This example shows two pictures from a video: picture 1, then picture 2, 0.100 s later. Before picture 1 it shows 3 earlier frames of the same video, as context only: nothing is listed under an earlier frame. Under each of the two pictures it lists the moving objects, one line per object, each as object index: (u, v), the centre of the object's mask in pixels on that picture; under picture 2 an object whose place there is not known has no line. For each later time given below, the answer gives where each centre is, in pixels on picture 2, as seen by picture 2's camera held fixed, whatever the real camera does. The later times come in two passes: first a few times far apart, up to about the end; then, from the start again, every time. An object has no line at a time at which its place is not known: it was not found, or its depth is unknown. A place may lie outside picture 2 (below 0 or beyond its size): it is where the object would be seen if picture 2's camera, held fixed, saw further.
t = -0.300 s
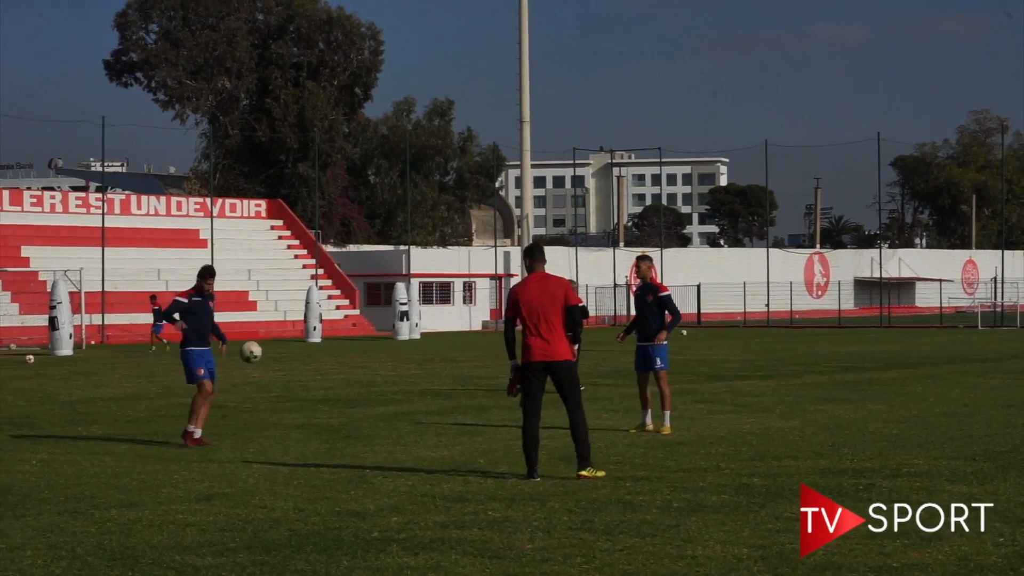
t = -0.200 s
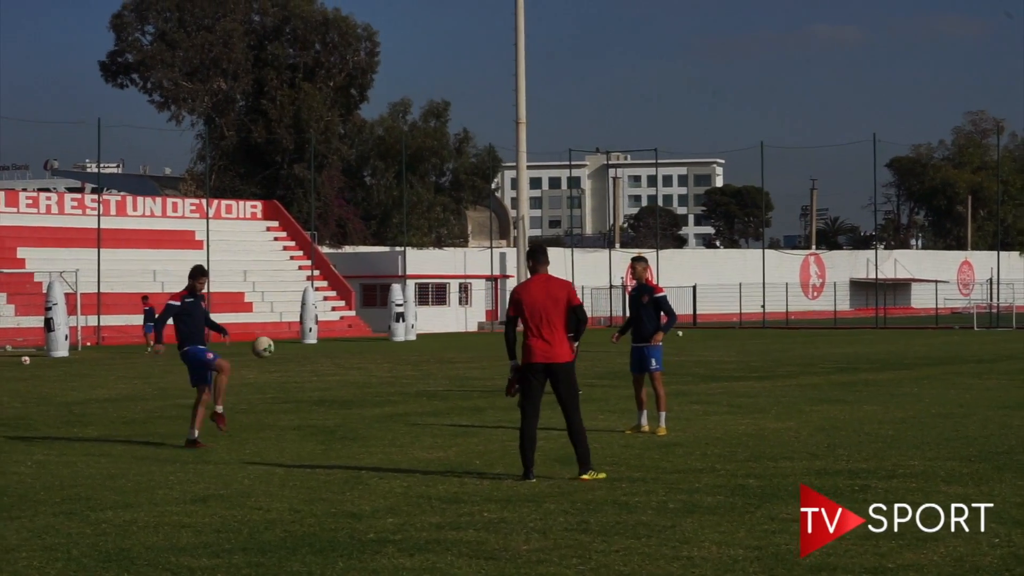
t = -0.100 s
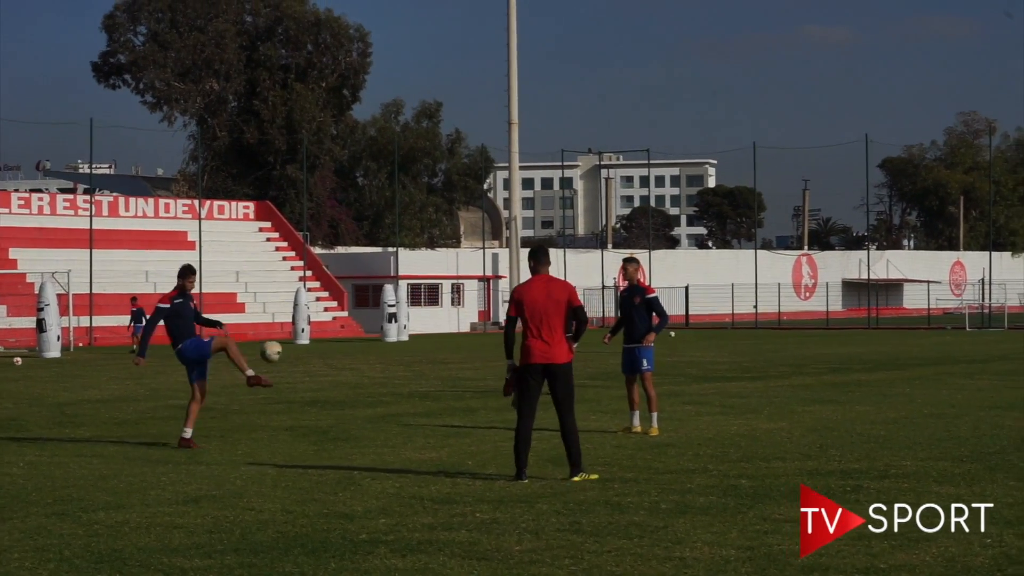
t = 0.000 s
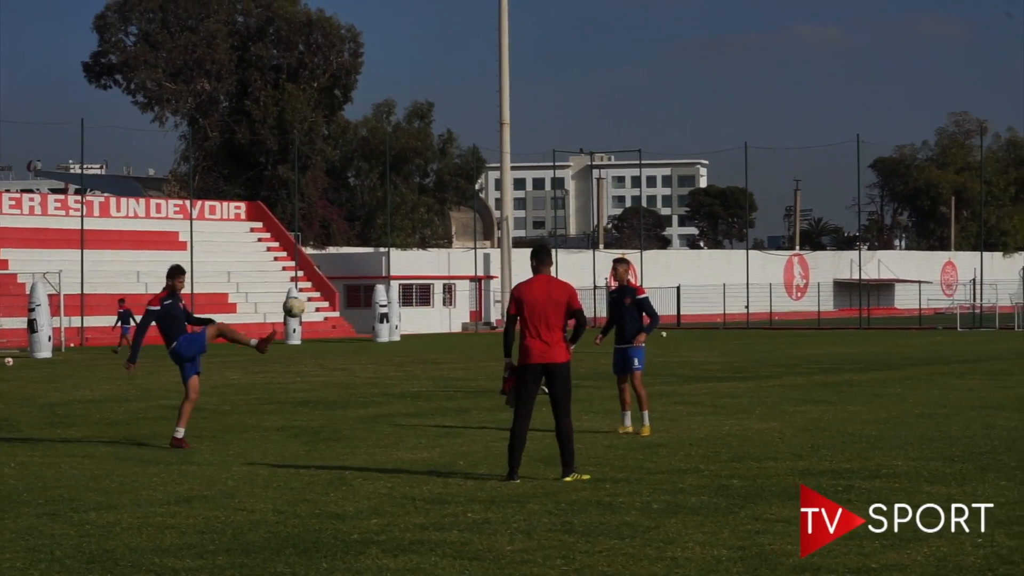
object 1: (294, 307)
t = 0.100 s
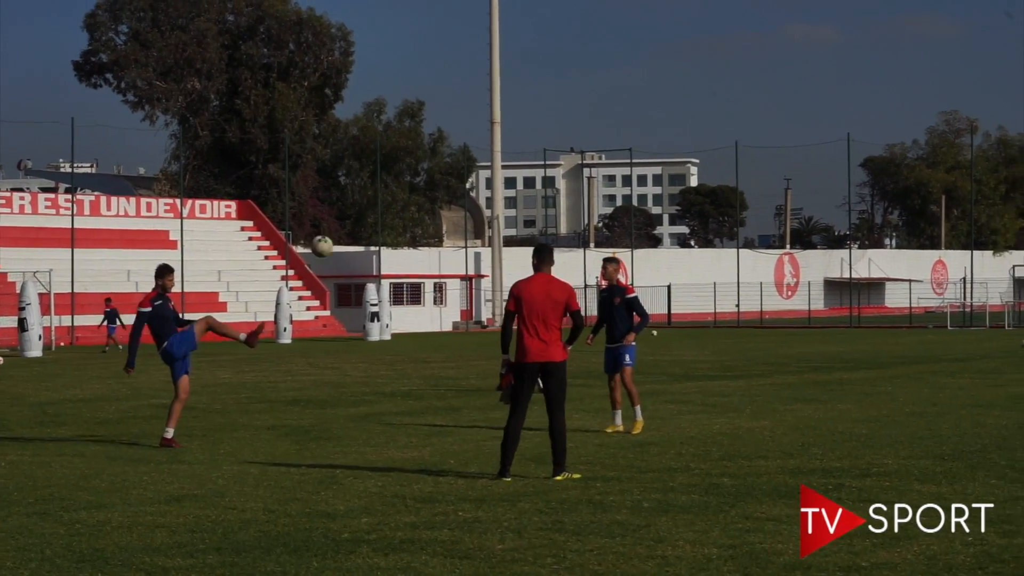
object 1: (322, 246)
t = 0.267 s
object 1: (384, 169)
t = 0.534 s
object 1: (475, 107)
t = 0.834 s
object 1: (577, 121)
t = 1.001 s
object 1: (633, 166)
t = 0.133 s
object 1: (335, 228)
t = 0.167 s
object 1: (347, 212)
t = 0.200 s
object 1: (359, 196)
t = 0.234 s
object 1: (372, 182)
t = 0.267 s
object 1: (384, 169)
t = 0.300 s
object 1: (396, 157)
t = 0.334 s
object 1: (407, 146)
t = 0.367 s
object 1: (419, 136)
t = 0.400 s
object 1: (431, 129)
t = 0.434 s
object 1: (440, 123)
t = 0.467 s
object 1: (452, 117)
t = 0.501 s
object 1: (463, 112)
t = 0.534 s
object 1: (475, 107)
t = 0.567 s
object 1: (486, 104)
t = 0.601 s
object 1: (498, 104)
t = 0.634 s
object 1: (509, 102)
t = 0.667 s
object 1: (521, 103)
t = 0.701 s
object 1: (532, 104)
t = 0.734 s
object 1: (543, 107)
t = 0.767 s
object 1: (555, 110)
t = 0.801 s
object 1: (566, 115)
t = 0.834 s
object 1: (577, 121)
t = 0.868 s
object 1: (588, 128)
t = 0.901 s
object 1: (600, 135)
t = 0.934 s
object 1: (611, 145)
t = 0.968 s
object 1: (622, 155)
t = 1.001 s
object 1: (633, 166)
